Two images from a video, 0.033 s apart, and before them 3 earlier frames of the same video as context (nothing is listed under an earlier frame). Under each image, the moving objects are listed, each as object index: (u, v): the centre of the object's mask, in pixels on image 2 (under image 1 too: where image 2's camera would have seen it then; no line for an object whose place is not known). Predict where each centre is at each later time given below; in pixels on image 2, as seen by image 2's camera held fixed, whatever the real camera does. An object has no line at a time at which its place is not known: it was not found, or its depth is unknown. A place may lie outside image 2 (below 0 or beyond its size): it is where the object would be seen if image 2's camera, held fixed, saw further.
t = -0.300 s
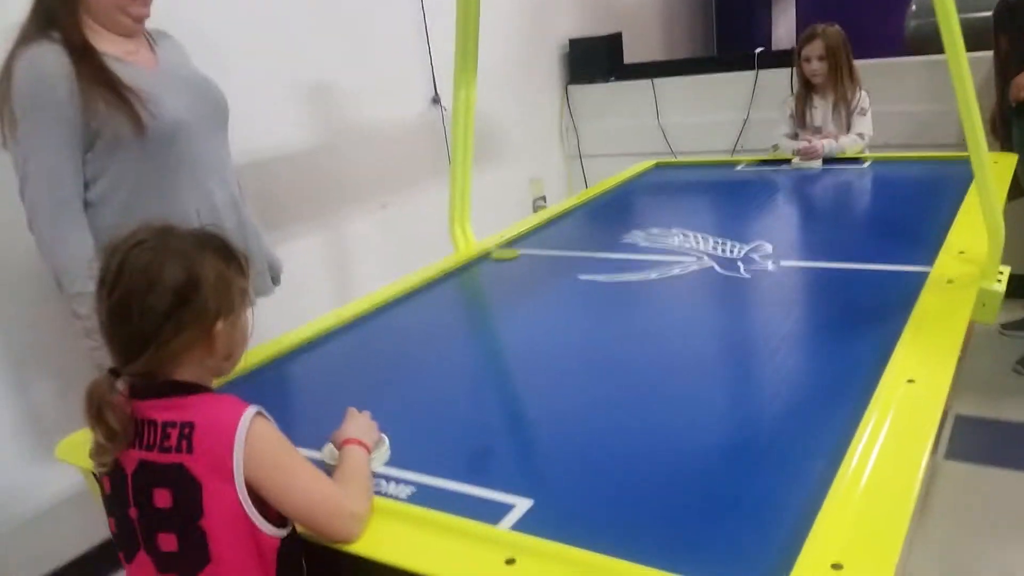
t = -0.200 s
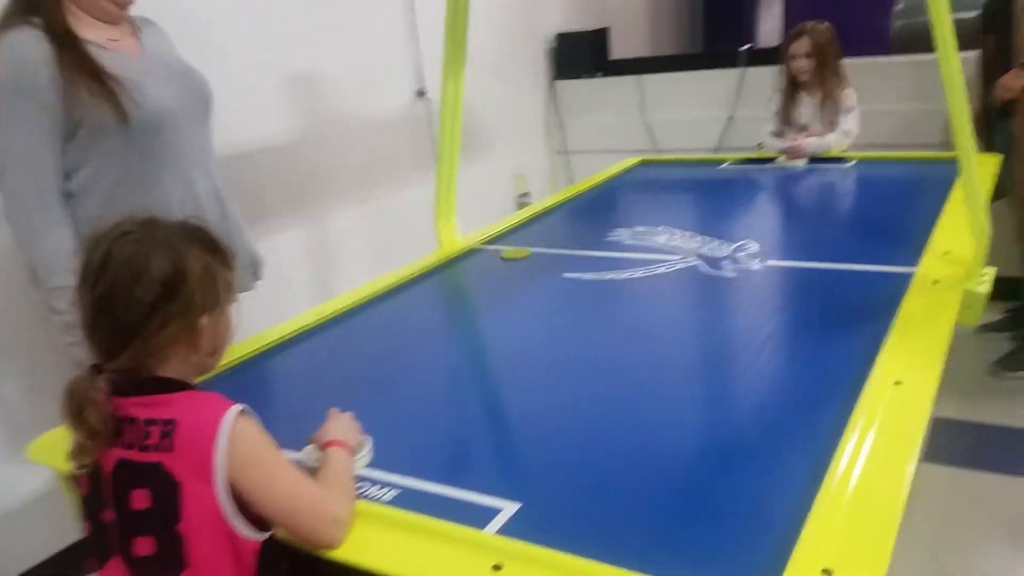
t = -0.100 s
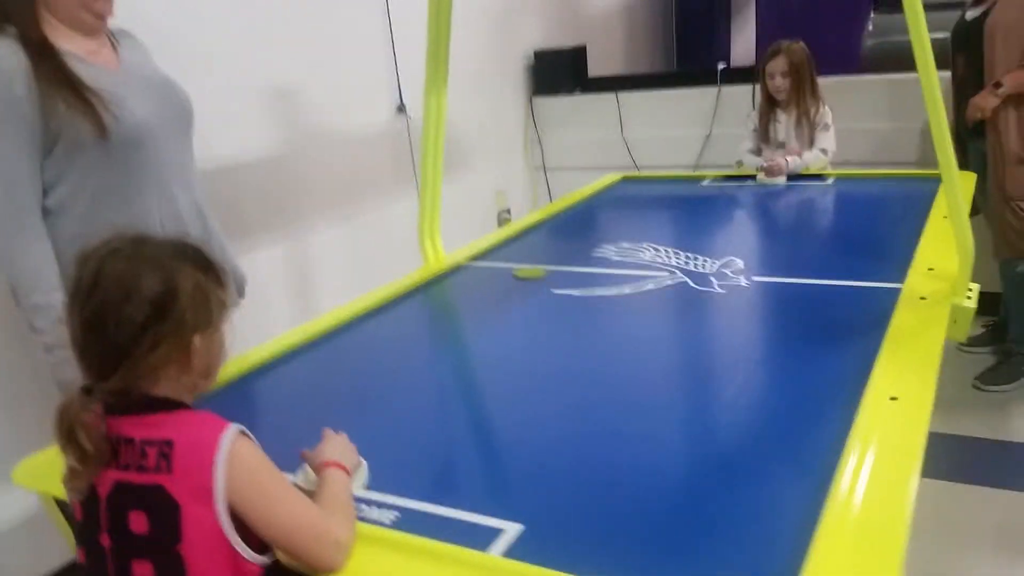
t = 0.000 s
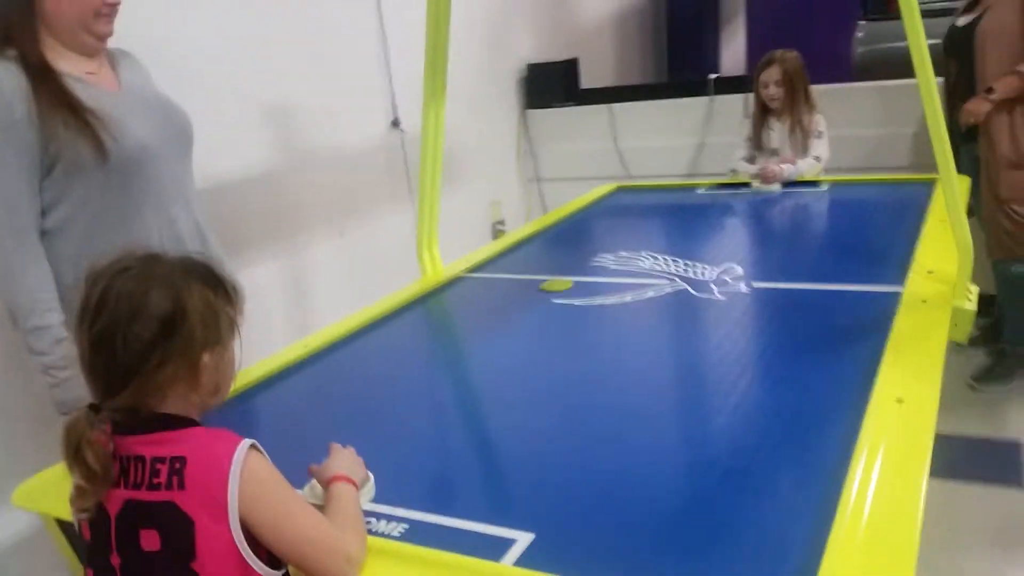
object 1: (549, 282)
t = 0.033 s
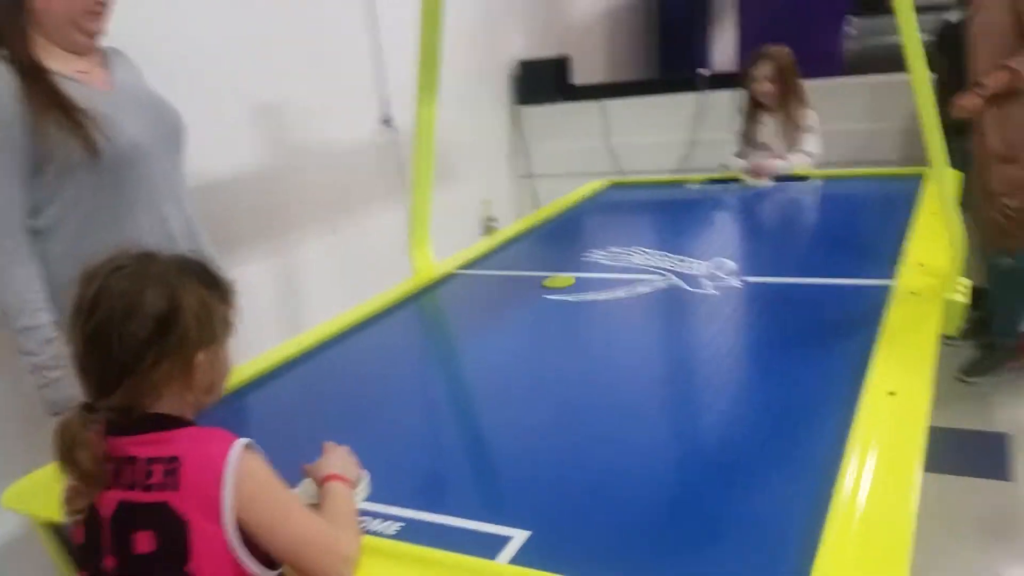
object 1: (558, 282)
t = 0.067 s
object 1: (568, 284)
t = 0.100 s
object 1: (579, 284)
